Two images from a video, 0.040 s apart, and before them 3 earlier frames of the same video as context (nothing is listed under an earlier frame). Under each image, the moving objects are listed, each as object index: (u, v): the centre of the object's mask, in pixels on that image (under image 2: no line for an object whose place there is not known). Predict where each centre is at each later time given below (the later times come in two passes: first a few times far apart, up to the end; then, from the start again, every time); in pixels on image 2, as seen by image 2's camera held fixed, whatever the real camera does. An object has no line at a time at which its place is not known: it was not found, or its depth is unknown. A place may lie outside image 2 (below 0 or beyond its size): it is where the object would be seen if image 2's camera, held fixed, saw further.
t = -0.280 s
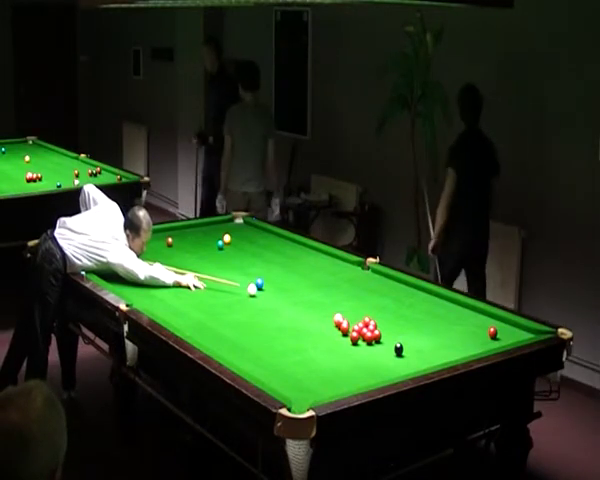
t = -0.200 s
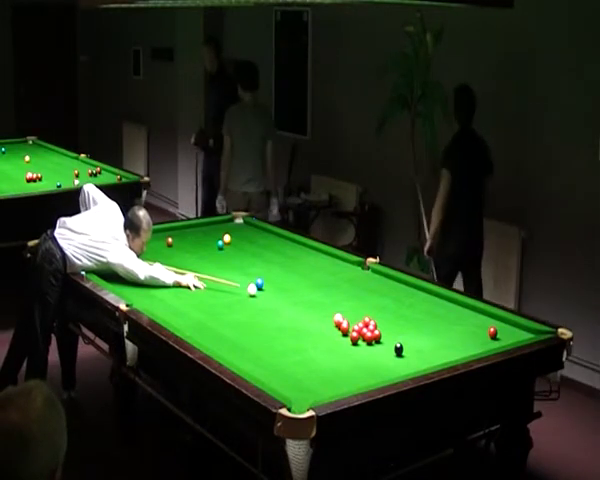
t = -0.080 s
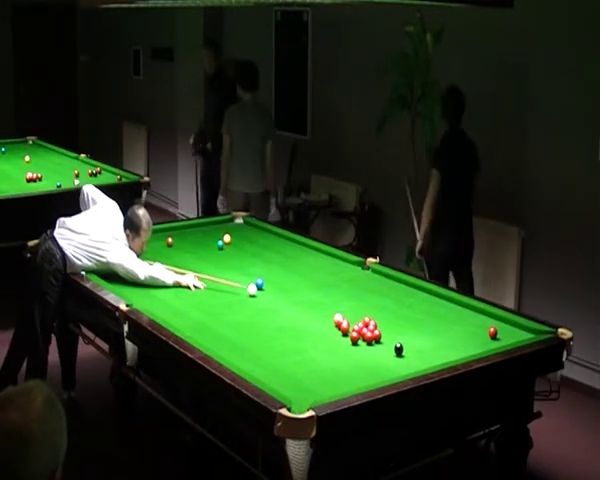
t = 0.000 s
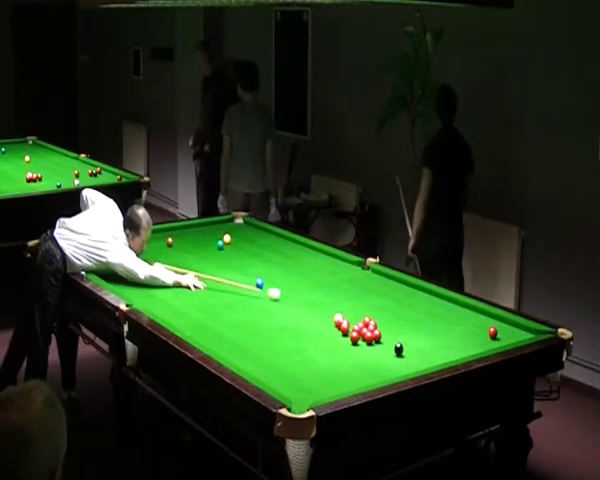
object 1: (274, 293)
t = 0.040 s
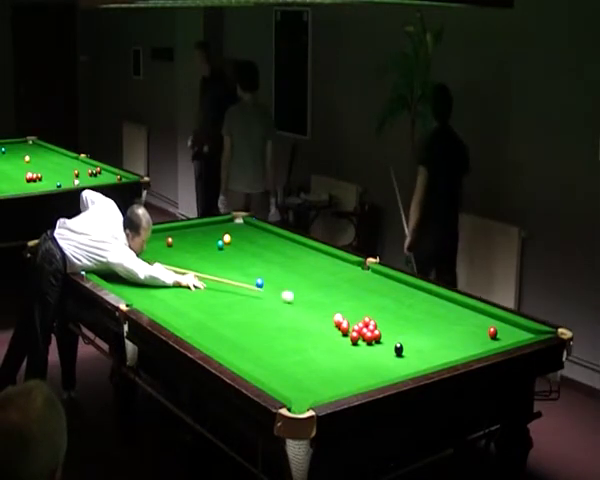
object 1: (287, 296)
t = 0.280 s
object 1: (366, 309)
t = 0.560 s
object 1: (464, 327)
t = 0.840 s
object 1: (497, 339)
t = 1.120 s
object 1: (489, 338)
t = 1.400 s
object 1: (470, 331)
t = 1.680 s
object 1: (452, 324)
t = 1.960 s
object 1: (436, 318)
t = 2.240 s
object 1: (422, 312)
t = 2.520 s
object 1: (409, 307)
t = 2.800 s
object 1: (397, 302)
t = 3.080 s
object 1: (386, 298)
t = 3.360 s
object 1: (377, 294)
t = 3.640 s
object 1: (368, 291)
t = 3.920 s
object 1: (360, 288)
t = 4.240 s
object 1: (352, 286)
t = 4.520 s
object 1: (346, 283)
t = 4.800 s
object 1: (342, 281)
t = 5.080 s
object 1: (338, 280)
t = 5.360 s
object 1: (335, 279)
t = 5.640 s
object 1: (333, 278)
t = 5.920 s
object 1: (332, 277)
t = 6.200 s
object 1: (331, 277)
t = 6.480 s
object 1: (331, 277)
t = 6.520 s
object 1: (331, 277)
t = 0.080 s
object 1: (300, 298)
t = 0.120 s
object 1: (313, 300)
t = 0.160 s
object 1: (326, 303)
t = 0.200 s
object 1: (339, 305)
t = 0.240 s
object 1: (353, 307)
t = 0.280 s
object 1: (366, 309)
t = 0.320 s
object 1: (379, 312)
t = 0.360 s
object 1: (393, 315)
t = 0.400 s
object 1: (407, 317)
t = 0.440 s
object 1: (421, 320)
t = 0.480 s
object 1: (435, 322)
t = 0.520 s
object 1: (449, 325)
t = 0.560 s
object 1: (464, 327)
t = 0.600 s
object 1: (479, 330)
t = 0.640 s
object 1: (484, 332)
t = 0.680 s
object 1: (485, 334)
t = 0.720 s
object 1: (487, 335)
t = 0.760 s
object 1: (489, 337)
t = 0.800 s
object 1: (493, 339)
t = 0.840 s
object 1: (497, 339)
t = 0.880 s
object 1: (500, 341)
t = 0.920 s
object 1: (504, 342)
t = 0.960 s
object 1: (501, 341)
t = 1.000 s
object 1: (498, 340)
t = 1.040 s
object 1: (495, 340)
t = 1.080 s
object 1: (492, 339)
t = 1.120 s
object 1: (489, 338)
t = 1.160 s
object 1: (486, 337)
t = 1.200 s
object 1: (484, 336)
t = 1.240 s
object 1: (481, 335)
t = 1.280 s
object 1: (478, 334)
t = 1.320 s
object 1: (475, 333)
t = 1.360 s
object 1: (472, 332)
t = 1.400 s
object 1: (470, 331)
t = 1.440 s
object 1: (467, 330)
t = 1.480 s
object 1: (465, 329)
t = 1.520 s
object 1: (462, 328)
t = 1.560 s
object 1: (460, 327)
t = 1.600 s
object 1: (457, 326)
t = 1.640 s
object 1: (454, 325)
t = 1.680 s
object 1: (452, 324)
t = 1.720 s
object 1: (450, 323)
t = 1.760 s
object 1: (447, 322)
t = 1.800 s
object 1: (445, 321)
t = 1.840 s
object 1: (443, 320)
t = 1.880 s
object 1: (440, 319)
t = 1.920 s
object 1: (438, 318)
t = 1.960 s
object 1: (436, 318)
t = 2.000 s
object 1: (434, 317)
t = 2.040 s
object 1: (432, 316)
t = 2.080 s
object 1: (429, 315)
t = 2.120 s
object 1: (427, 314)
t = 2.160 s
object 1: (425, 313)
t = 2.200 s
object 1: (424, 313)
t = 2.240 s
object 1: (422, 312)
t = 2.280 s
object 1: (420, 311)
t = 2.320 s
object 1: (418, 310)
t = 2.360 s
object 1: (416, 310)
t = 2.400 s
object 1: (414, 309)
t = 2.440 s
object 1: (412, 308)
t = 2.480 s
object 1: (410, 308)
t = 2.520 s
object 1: (409, 307)
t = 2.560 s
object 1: (407, 306)
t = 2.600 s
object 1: (405, 306)
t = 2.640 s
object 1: (403, 305)
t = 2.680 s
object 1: (402, 304)
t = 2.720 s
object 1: (400, 303)
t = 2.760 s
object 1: (398, 303)
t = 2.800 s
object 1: (397, 302)
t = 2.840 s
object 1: (395, 302)
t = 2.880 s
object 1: (394, 301)
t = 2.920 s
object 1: (392, 300)
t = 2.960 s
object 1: (391, 300)
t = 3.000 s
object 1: (389, 299)
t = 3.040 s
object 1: (387, 299)
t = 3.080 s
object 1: (386, 298)
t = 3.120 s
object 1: (385, 298)
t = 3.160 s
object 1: (383, 297)
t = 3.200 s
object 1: (382, 297)
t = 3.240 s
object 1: (380, 296)
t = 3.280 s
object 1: (379, 296)
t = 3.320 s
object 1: (378, 295)
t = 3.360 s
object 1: (377, 294)
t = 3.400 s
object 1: (375, 294)
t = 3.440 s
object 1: (374, 293)
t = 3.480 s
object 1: (373, 293)
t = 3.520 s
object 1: (371, 292)
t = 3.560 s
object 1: (370, 292)
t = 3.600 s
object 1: (369, 292)
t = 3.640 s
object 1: (368, 291)
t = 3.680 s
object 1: (367, 291)
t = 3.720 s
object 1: (365, 290)
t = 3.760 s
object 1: (364, 290)
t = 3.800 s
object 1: (363, 289)
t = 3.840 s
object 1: (362, 289)
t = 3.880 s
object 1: (361, 289)
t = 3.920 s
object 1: (360, 288)
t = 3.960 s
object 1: (359, 288)
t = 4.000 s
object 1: (358, 287)
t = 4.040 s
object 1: (357, 287)
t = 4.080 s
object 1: (356, 287)
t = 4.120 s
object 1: (355, 286)
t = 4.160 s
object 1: (354, 286)
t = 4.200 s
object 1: (353, 286)
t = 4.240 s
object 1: (352, 286)
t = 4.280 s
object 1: (351, 285)
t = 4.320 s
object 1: (351, 285)
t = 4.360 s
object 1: (350, 284)
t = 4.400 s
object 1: (349, 284)
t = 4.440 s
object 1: (348, 284)
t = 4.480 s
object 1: (347, 283)
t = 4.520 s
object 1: (346, 283)
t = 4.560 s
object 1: (346, 283)
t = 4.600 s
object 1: (345, 282)
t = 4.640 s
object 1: (344, 282)
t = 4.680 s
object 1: (344, 282)
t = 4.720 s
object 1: (343, 282)
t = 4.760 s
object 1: (342, 281)
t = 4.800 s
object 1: (342, 281)
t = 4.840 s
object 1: (341, 281)
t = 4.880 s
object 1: (340, 281)
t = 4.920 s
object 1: (340, 281)
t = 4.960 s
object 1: (339, 280)
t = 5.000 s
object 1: (339, 280)
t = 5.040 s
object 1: (338, 280)
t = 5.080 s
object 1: (338, 280)
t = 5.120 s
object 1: (337, 280)
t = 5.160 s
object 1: (337, 280)
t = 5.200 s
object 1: (336, 279)
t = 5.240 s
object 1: (336, 279)
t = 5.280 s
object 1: (336, 279)
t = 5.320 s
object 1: (335, 279)
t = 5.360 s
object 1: (335, 279)
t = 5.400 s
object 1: (335, 278)
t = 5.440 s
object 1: (334, 278)
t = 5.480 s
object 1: (334, 278)
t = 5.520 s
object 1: (334, 278)
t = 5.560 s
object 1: (333, 278)
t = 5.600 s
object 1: (333, 278)
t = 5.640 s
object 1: (333, 278)
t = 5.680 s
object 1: (333, 278)
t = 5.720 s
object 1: (332, 277)
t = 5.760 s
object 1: (332, 277)
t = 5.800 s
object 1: (332, 277)
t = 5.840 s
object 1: (332, 277)
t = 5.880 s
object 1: (332, 277)
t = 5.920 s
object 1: (332, 277)
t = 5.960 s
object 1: (331, 277)
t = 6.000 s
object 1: (331, 277)
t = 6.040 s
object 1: (331, 277)
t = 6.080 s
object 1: (331, 277)
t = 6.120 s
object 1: (331, 277)
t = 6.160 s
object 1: (331, 277)
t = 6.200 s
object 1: (331, 277)
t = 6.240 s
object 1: (331, 277)
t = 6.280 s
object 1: (331, 277)
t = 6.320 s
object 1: (331, 277)
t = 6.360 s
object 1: (331, 277)
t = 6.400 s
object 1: (331, 277)
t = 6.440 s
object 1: (331, 277)
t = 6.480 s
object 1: (331, 277)
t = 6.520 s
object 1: (331, 277)
